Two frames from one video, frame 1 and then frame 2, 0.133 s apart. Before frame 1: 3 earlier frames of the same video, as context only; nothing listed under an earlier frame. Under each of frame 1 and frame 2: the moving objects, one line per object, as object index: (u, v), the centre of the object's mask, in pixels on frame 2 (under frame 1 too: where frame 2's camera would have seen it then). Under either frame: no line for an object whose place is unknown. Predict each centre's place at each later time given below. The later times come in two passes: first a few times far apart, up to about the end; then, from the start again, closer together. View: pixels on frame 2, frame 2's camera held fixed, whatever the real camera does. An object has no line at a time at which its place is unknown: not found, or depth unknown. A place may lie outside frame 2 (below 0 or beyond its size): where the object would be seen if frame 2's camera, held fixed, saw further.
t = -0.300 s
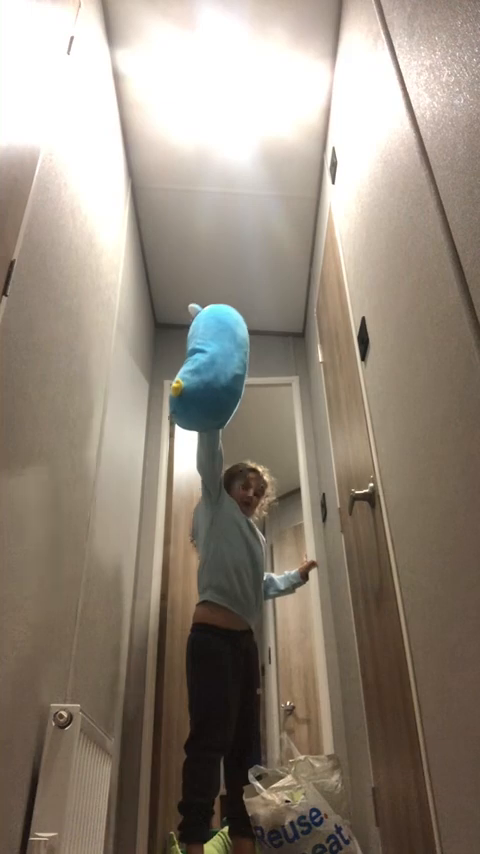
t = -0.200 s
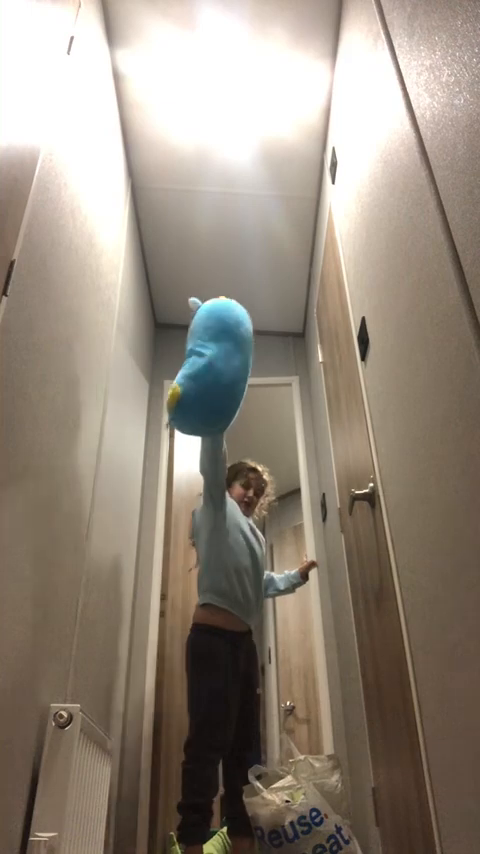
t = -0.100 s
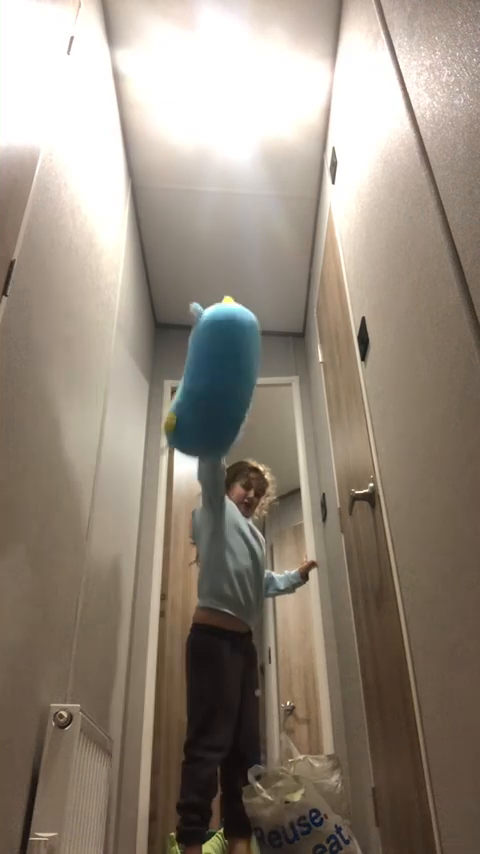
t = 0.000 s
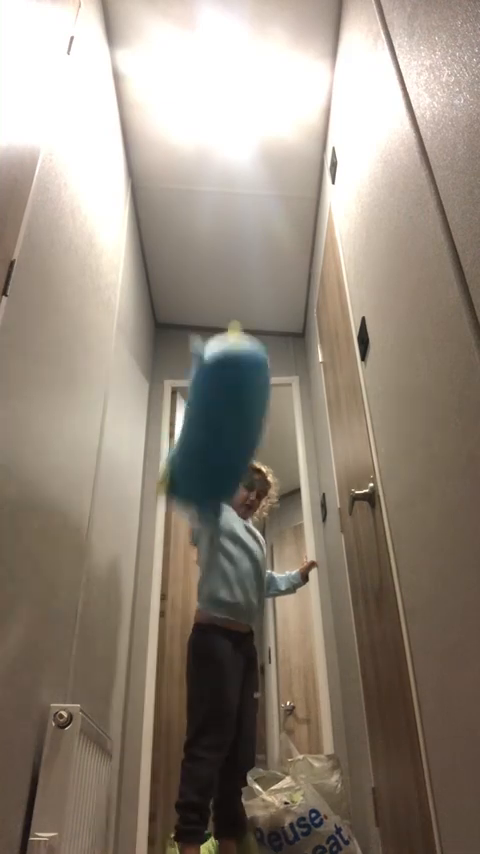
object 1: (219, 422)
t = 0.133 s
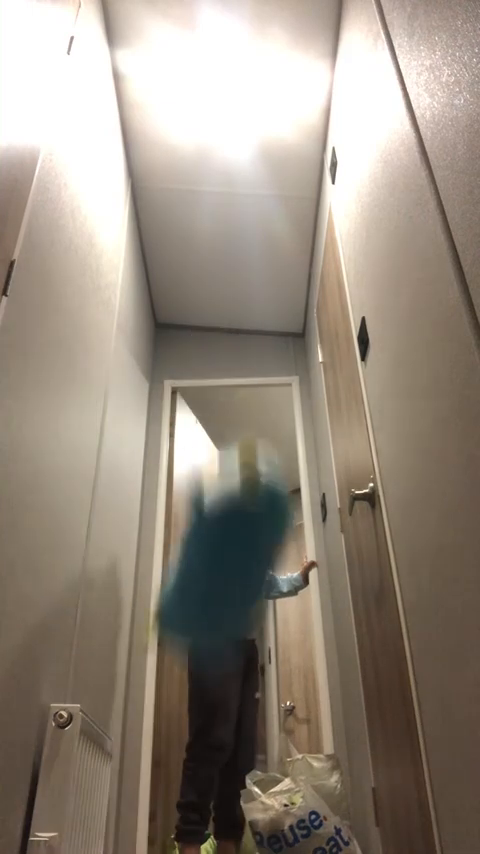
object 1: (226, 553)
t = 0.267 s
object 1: (247, 811)
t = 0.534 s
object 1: (241, 807)
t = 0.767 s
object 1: (261, 818)
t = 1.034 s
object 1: (253, 827)
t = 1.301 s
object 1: (255, 827)
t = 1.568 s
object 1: (255, 827)
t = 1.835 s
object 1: (255, 827)
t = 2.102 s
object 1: (255, 827)
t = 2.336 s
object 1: (255, 827)
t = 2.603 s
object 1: (255, 827)
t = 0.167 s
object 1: (227, 603)
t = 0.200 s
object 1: (226, 673)
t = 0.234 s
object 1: (230, 753)
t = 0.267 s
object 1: (247, 811)
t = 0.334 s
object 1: (230, 827)
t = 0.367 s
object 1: (239, 814)
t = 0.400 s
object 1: (241, 807)
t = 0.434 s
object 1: (240, 804)
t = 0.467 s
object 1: (241, 803)
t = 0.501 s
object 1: (241, 804)
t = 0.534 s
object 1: (241, 807)
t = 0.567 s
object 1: (240, 813)
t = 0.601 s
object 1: (238, 822)
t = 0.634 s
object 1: (246, 829)
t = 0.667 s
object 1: (254, 830)
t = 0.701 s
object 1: (258, 825)
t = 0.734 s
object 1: (261, 820)
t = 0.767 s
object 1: (261, 818)
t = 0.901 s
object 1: (255, 828)
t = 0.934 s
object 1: (252, 829)
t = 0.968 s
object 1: (250, 828)
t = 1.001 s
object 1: (250, 827)
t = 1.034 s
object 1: (253, 827)
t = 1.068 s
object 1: (255, 827)
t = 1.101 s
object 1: (256, 827)
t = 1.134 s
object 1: (256, 827)
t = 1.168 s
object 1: (255, 827)
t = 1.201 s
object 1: (255, 827)
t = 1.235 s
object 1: (255, 827)
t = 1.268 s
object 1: (255, 827)
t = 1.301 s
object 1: (255, 827)
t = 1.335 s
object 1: (255, 827)
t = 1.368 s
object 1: (255, 827)
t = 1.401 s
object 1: (255, 827)
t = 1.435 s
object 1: (255, 827)
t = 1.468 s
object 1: (255, 827)
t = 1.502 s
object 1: (255, 827)
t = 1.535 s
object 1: (255, 827)
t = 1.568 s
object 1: (255, 827)
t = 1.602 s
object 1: (255, 827)
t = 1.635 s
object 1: (255, 827)
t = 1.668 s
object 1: (255, 827)
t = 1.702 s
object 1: (255, 827)
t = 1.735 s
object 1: (255, 827)
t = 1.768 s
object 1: (255, 827)
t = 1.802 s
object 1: (255, 827)
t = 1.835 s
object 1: (255, 827)
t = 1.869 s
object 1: (255, 827)
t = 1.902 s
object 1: (255, 827)
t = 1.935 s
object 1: (255, 827)
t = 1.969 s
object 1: (255, 827)
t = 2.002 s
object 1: (255, 827)
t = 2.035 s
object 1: (255, 827)
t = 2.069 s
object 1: (255, 827)
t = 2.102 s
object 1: (255, 827)
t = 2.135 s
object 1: (255, 827)
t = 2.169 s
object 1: (255, 827)
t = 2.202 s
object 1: (255, 827)
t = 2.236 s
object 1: (255, 827)
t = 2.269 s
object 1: (255, 827)
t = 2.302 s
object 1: (255, 827)
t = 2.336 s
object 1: (255, 827)
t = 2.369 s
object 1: (255, 827)
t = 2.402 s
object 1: (255, 827)
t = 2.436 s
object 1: (255, 827)
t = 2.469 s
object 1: (255, 827)
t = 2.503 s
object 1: (255, 827)
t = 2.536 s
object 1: (255, 827)
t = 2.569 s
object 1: (255, 827)
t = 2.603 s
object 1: (255, 827)
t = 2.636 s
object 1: (255, 827)
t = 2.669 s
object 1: (255, 827)
